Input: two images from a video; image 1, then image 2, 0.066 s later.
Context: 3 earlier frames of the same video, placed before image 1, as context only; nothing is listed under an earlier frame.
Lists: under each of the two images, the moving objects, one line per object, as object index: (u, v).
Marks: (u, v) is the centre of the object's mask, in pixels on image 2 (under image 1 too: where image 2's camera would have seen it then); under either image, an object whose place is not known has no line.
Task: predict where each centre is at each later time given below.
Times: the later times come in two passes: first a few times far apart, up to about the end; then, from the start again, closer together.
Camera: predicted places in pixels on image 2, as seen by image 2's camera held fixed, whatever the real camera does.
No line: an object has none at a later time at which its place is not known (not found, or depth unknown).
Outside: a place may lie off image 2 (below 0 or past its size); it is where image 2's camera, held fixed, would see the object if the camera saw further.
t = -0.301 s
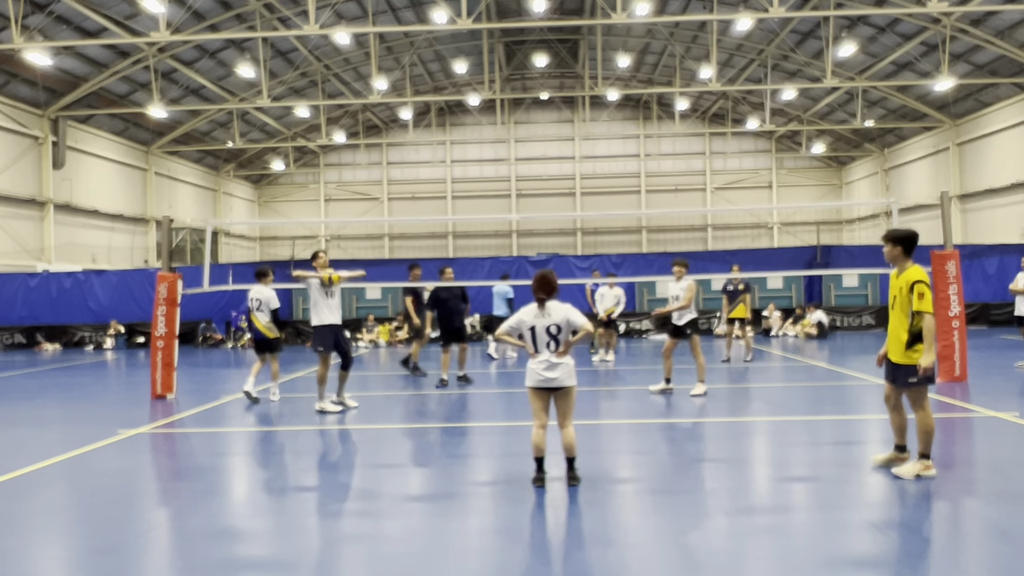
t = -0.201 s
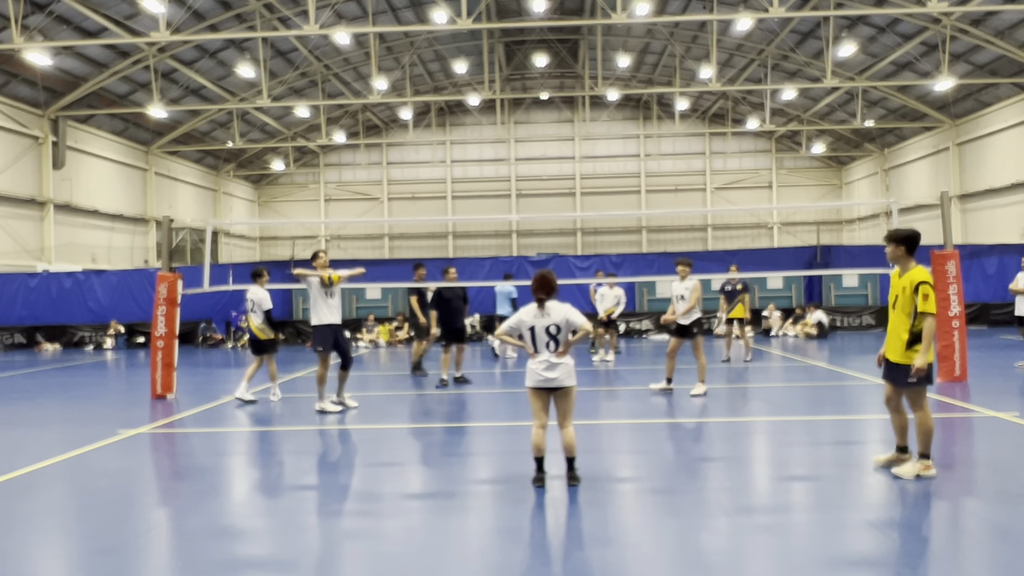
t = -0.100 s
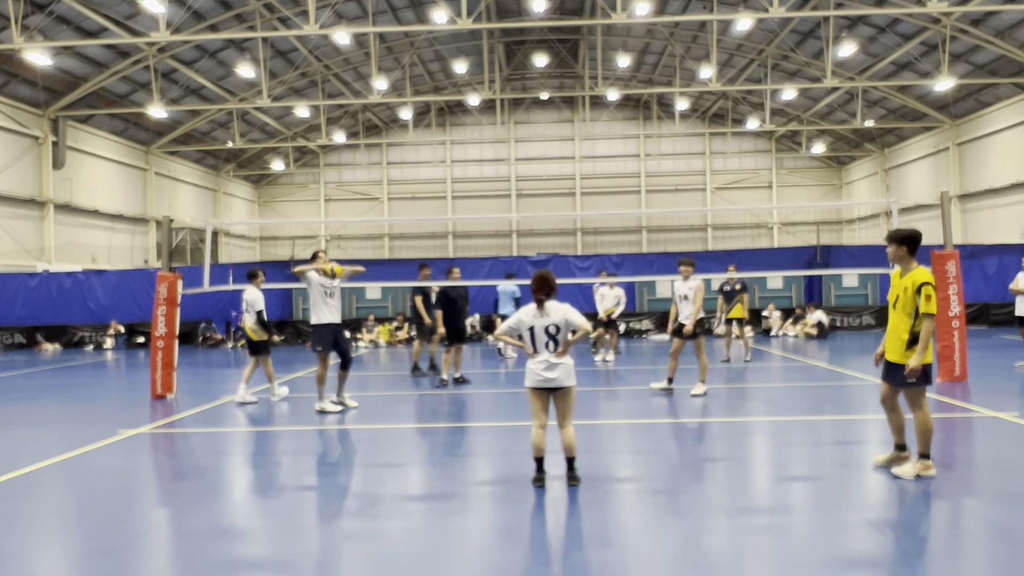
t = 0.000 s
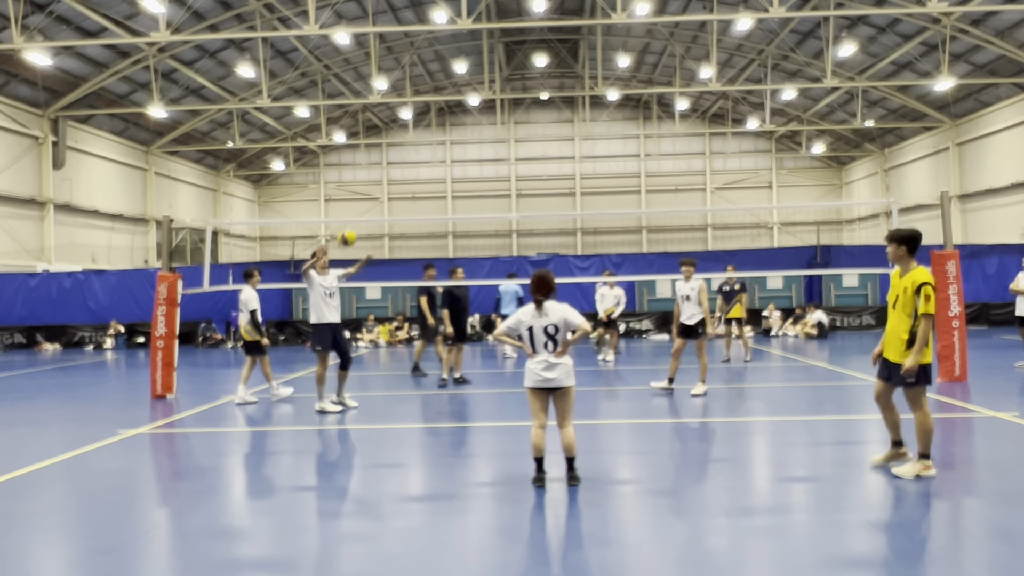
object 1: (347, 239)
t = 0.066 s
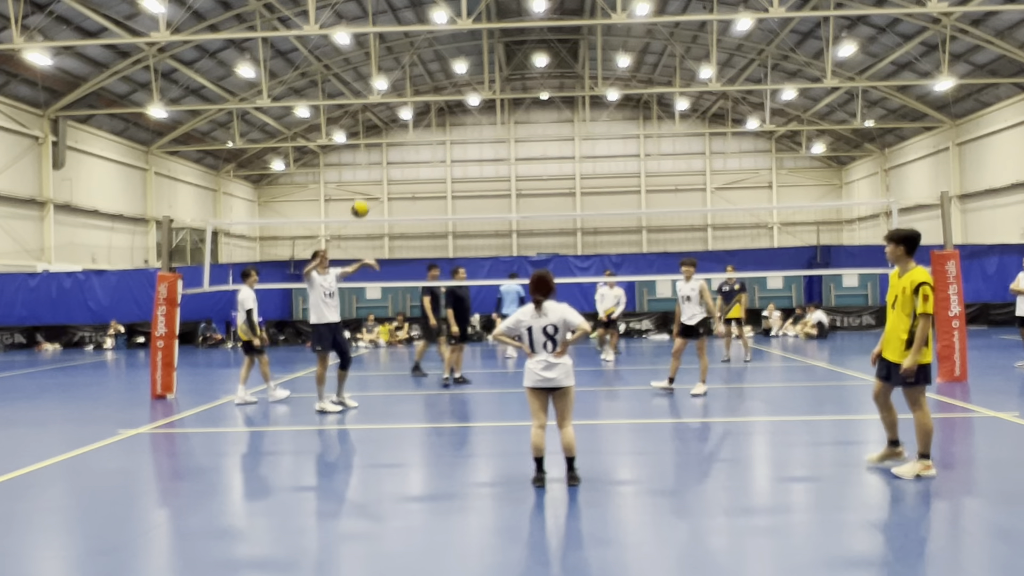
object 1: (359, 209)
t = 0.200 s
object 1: (386, 161)
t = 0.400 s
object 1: (438, 111)
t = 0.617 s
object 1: (508, 100)
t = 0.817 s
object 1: (589, 147)
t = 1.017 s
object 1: (692, 267)
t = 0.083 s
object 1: (363, 203)
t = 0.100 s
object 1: (366, 196)
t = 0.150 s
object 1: (375, 178)
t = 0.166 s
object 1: (379, 171)
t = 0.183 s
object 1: (382, 165)
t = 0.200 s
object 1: (386, 161)
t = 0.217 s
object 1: (390, 155)
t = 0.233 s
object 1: (393, 150)
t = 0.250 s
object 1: (398, 145)
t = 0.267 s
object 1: (402, 140)
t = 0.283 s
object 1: (406, 135)
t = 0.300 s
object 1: (410, 132)
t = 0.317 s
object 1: (415, 127)
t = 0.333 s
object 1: (419, 124)
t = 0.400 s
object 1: (438, 111)
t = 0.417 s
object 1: (443, 109)
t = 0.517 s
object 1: (474, 99)
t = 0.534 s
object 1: (480, 98)
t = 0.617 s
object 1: (508, 100)
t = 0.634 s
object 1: (514, 102)
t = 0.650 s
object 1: (521, 103)
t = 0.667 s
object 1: (528, 106)
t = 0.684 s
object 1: (533, 109)
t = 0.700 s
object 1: (540, 112)
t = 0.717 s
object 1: (547, 116)
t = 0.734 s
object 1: (554, 119)
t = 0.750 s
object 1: (561, 124)
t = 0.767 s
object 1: (567, 129)
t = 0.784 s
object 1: (575, 135)
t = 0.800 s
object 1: (582, 141)
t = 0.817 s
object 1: (589, 147)
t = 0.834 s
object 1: (597, 154)
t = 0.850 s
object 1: (605, 162)
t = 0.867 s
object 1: (613, 169)
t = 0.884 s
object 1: (621, 178)
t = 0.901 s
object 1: (629, 187)
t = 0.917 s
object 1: (638, 197)
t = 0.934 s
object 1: (646, 206)
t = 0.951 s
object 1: (655, 219)
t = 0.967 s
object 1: (664, 231)
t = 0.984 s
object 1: (673, 242)
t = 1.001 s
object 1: (683, 254)
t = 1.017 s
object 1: (692, 267)
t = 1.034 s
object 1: (701, 281)
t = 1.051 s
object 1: (709, 296)
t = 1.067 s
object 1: (720, 313)
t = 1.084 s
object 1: (730, 330)
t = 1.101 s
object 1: (742, 348)
